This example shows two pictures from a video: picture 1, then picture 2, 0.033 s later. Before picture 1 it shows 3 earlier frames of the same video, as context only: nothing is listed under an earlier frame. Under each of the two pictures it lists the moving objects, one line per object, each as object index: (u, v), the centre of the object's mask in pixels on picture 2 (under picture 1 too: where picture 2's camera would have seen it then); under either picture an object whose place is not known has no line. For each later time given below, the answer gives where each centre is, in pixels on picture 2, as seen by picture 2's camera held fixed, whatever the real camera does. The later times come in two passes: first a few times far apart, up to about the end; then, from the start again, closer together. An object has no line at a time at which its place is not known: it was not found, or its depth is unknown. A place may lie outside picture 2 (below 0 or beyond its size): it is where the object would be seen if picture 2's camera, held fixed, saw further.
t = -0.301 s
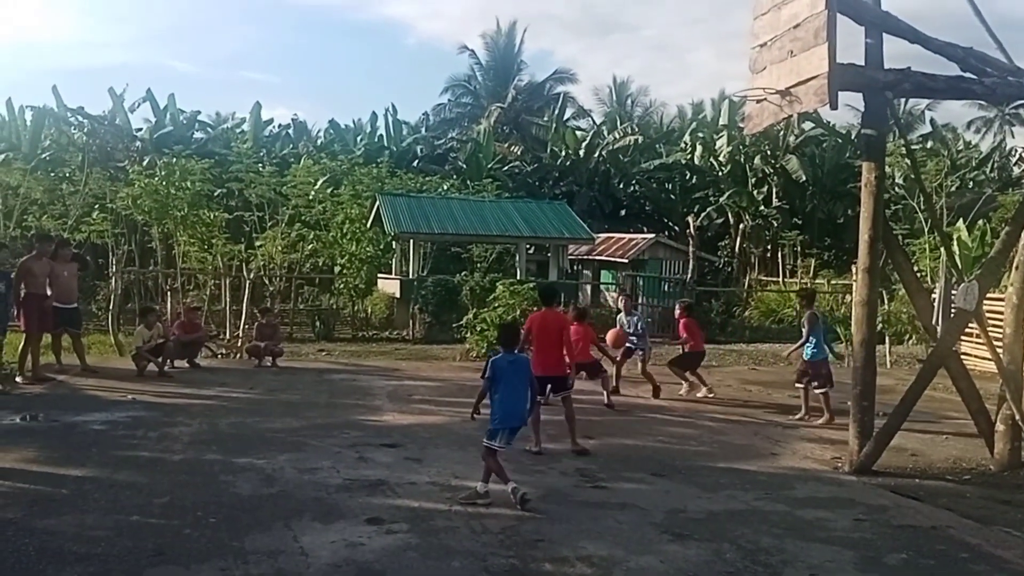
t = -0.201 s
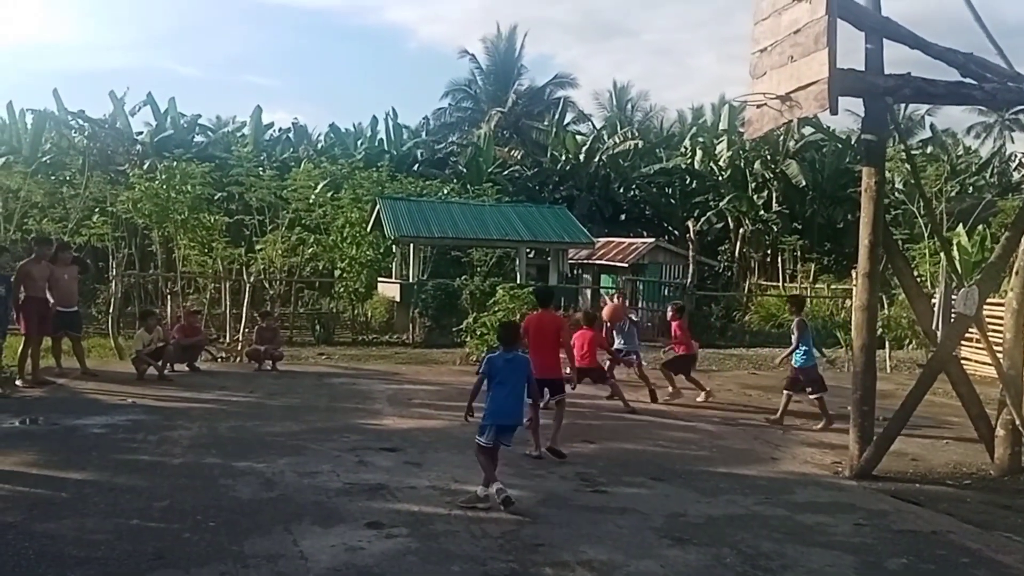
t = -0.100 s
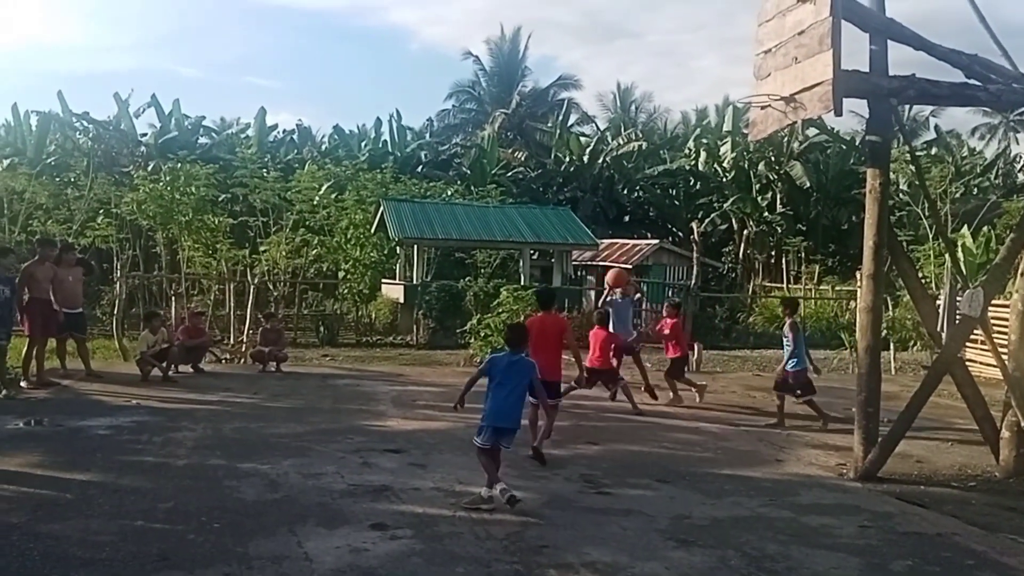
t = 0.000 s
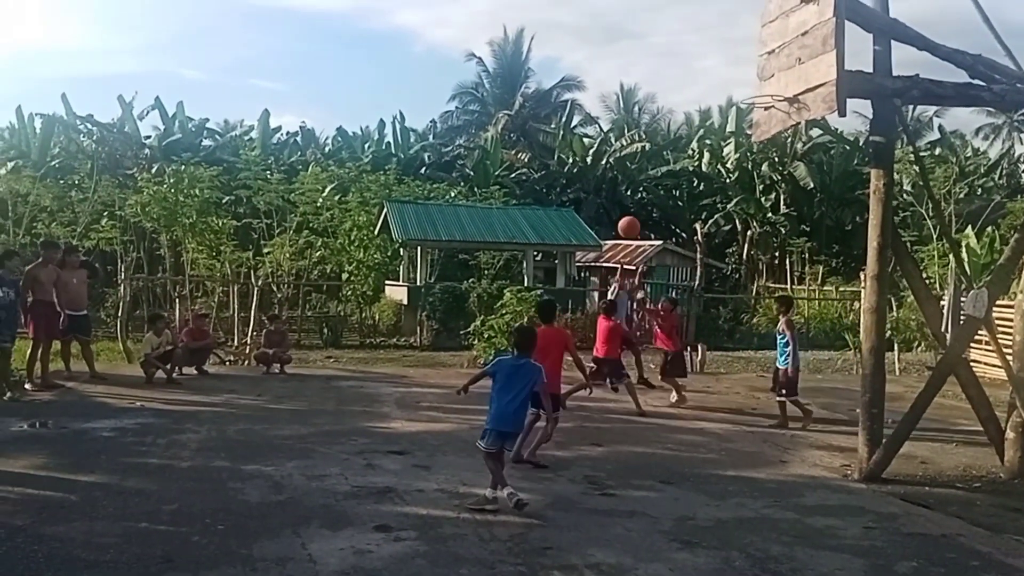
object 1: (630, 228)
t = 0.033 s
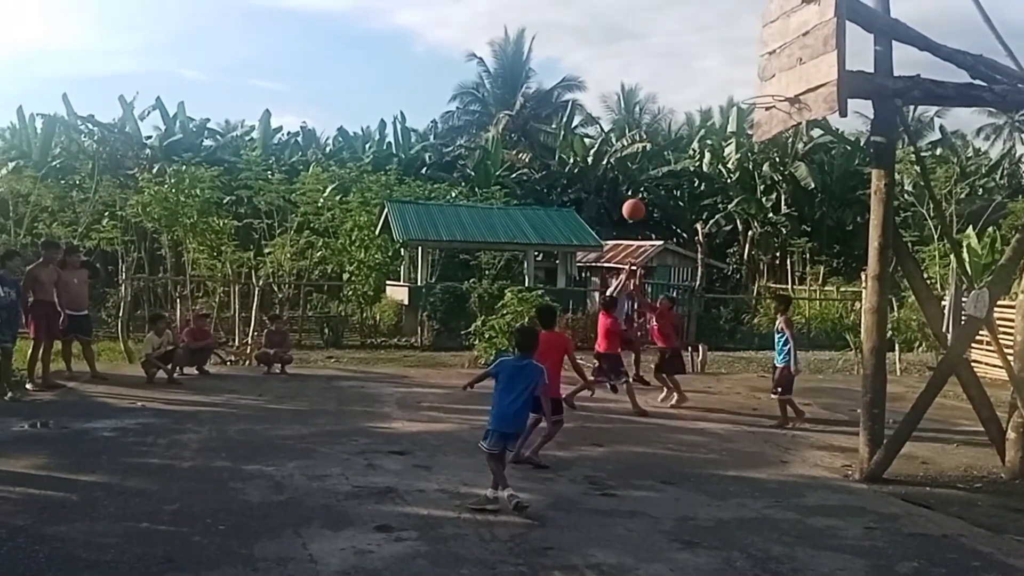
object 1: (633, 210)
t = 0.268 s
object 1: (661, 105)
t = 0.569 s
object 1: (700, 31)
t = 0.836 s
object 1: (738, 43)
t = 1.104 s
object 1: (780, 157)
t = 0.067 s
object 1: (637, 193)
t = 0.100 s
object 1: (641, 176)
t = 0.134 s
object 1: (645, 161)
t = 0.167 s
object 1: (650, 146)
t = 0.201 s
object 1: (653, 131)
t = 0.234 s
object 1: (657, 118)
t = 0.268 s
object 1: (661, 105)
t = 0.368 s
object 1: (675, 72)
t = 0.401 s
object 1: (679, 63)
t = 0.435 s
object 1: (683, 54)
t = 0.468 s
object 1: (687, 47)
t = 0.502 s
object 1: (692, 40)
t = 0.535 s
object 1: (696, 35)
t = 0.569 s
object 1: (700, 31)
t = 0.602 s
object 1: (705, 28)
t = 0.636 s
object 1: (709, 26)
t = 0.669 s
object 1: (714, 26)
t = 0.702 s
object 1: (718, 27)
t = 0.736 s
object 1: (723, 29)
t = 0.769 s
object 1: (728, 32)
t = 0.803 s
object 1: (733, 37)
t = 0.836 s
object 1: (738, 43)
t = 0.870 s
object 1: (743, 51)
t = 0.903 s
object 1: (748, 61)
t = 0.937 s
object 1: (753, 72)
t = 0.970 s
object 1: (758, 86)
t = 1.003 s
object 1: (764, 100)
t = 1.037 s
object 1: (769, 118)
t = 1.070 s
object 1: (774, 136)
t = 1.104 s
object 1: (780, 157)
